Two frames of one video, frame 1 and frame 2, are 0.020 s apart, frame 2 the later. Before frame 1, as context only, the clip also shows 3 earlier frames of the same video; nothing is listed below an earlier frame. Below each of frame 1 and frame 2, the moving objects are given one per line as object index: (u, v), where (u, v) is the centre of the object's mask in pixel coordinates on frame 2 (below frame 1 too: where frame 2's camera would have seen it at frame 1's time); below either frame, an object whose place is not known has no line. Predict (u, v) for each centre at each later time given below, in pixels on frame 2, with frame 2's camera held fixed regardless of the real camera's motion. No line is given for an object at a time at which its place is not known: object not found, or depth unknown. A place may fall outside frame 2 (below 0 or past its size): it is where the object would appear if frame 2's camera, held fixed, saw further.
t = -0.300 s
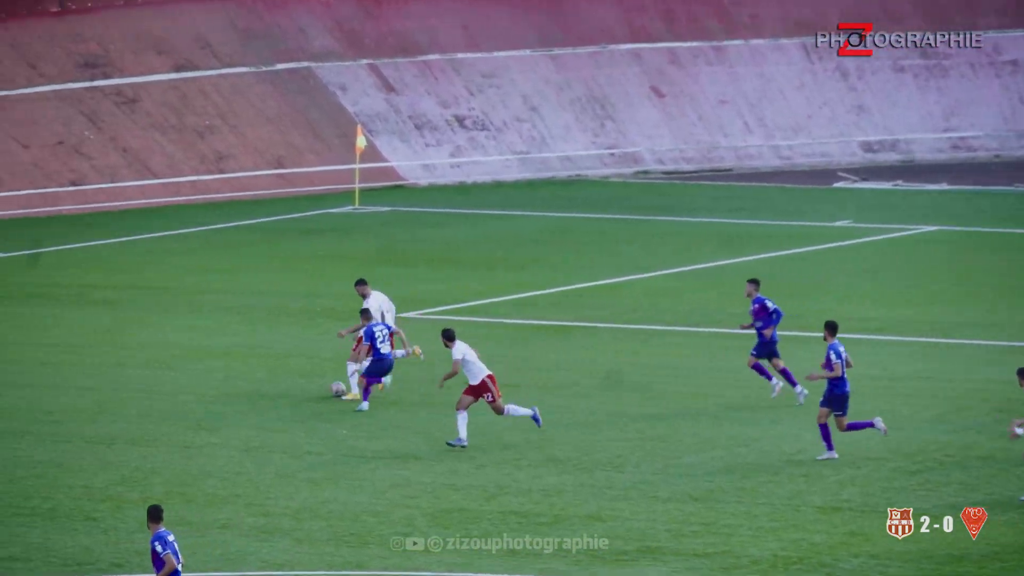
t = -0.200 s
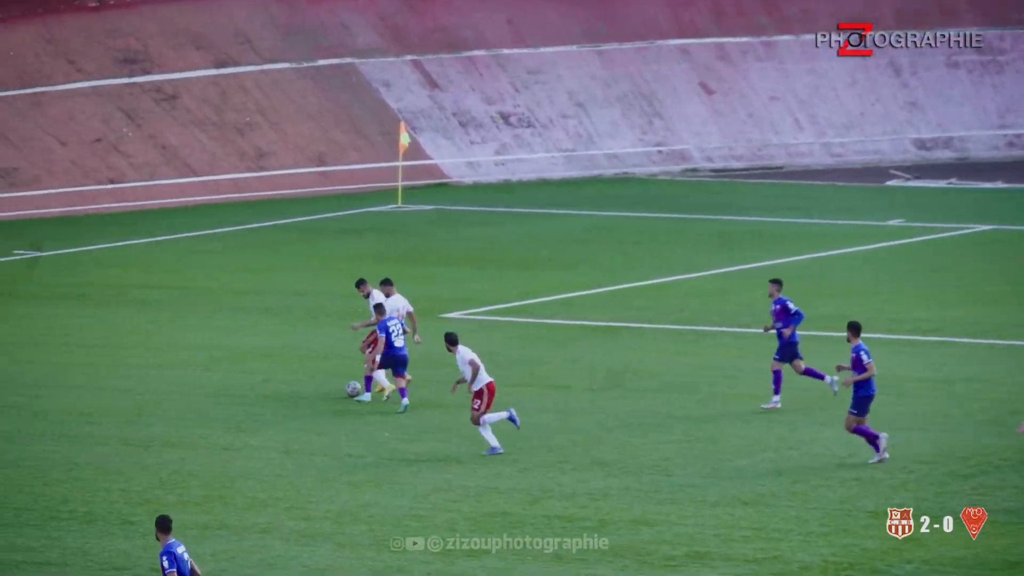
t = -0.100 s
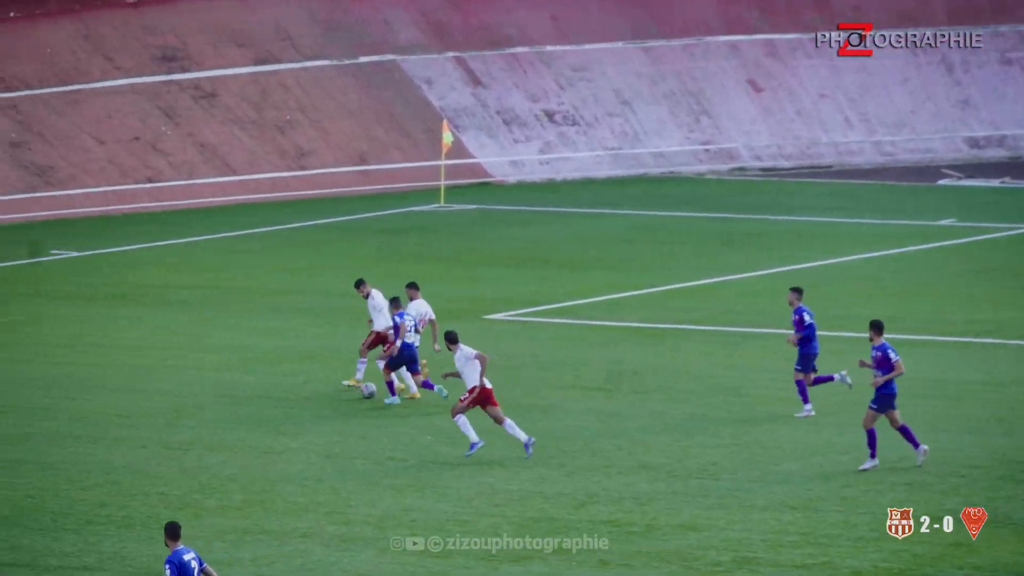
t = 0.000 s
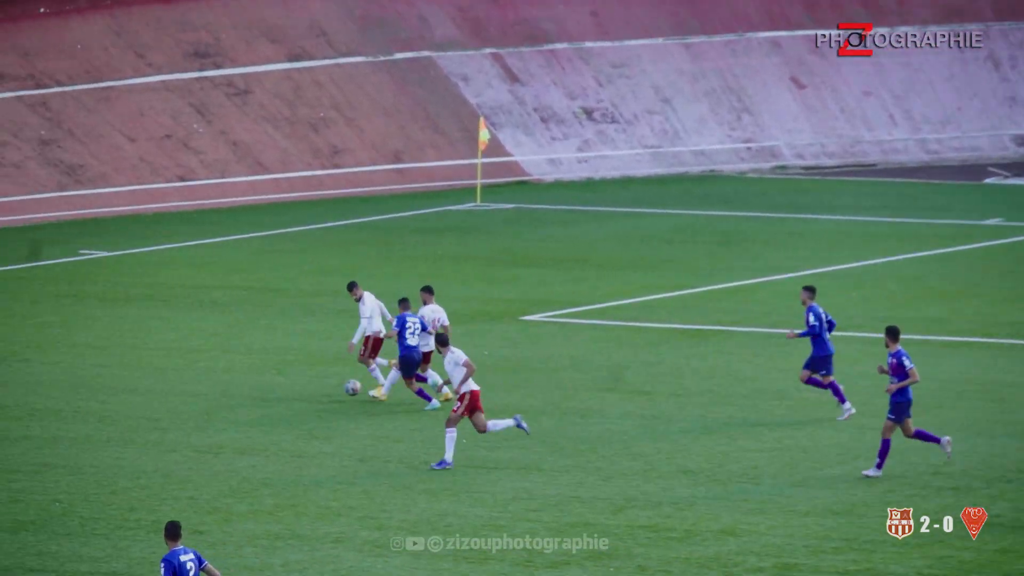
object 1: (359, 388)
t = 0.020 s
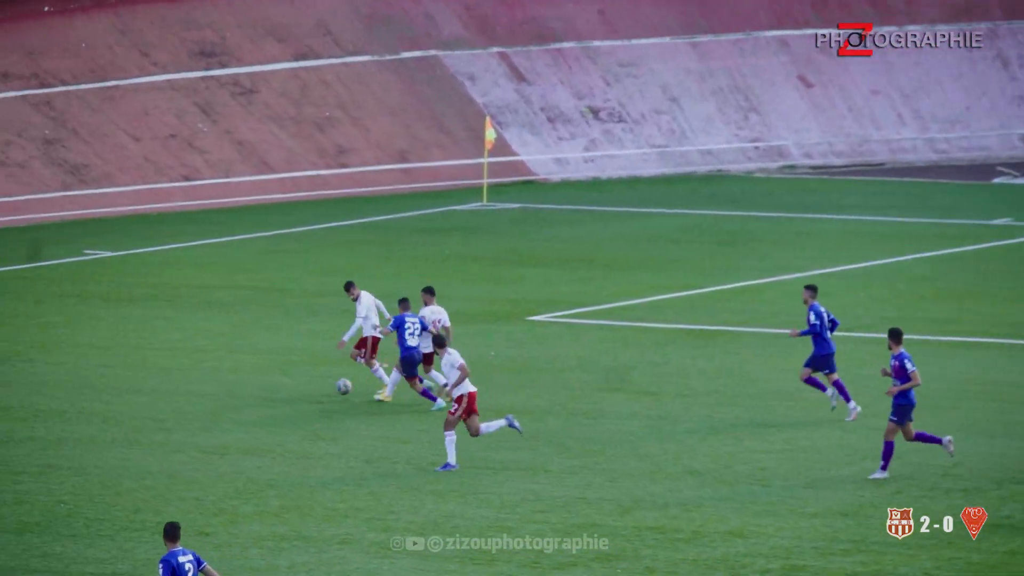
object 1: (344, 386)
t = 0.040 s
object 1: (328, 386)
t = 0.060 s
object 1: (313, 384)
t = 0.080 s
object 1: (297, 384)
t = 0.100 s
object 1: (282, 383)
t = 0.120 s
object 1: (267, 383)
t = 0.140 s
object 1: (252, 383)
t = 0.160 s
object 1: (236, 384)
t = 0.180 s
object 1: (221, 385)
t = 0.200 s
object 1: (206, 386)
